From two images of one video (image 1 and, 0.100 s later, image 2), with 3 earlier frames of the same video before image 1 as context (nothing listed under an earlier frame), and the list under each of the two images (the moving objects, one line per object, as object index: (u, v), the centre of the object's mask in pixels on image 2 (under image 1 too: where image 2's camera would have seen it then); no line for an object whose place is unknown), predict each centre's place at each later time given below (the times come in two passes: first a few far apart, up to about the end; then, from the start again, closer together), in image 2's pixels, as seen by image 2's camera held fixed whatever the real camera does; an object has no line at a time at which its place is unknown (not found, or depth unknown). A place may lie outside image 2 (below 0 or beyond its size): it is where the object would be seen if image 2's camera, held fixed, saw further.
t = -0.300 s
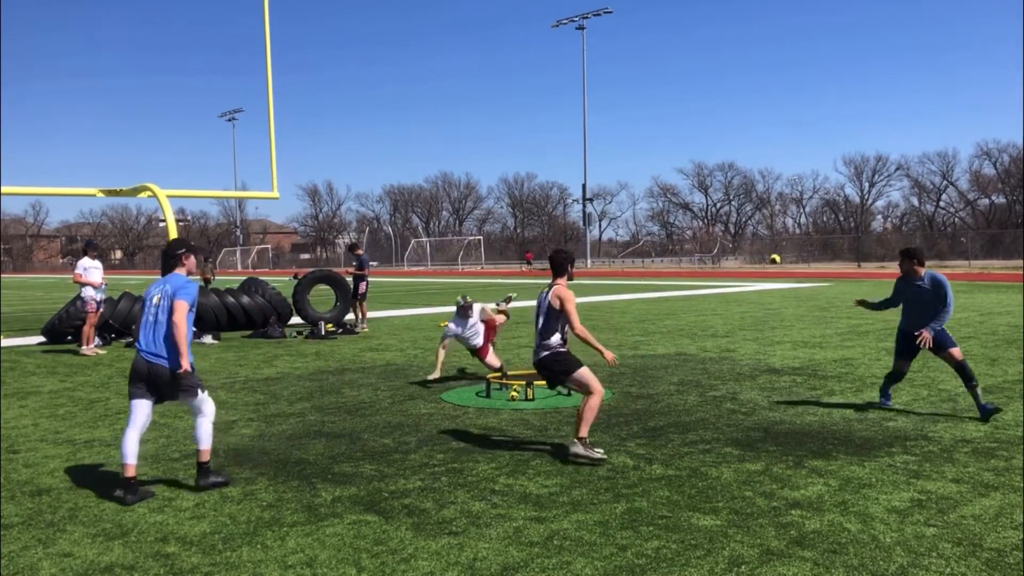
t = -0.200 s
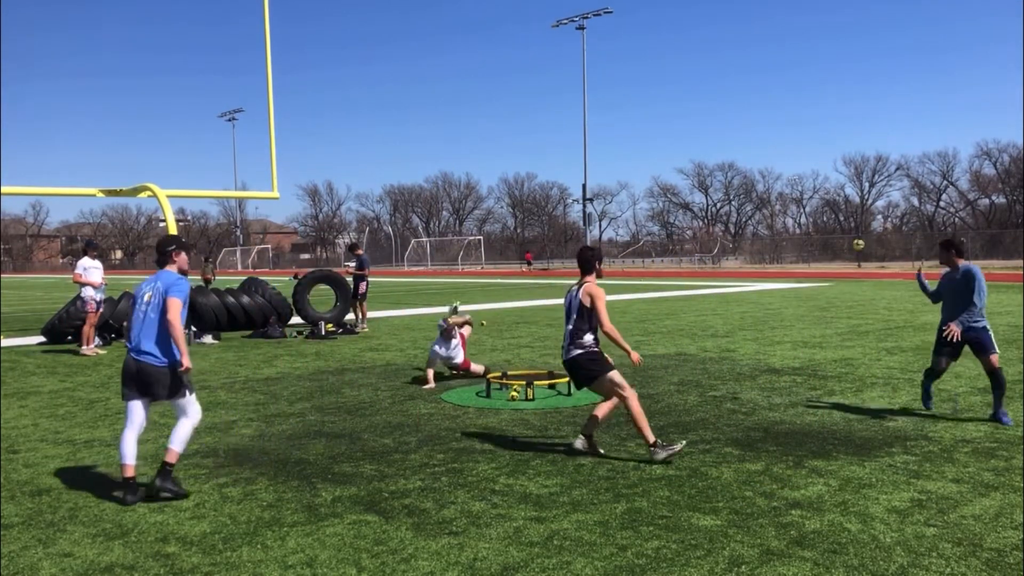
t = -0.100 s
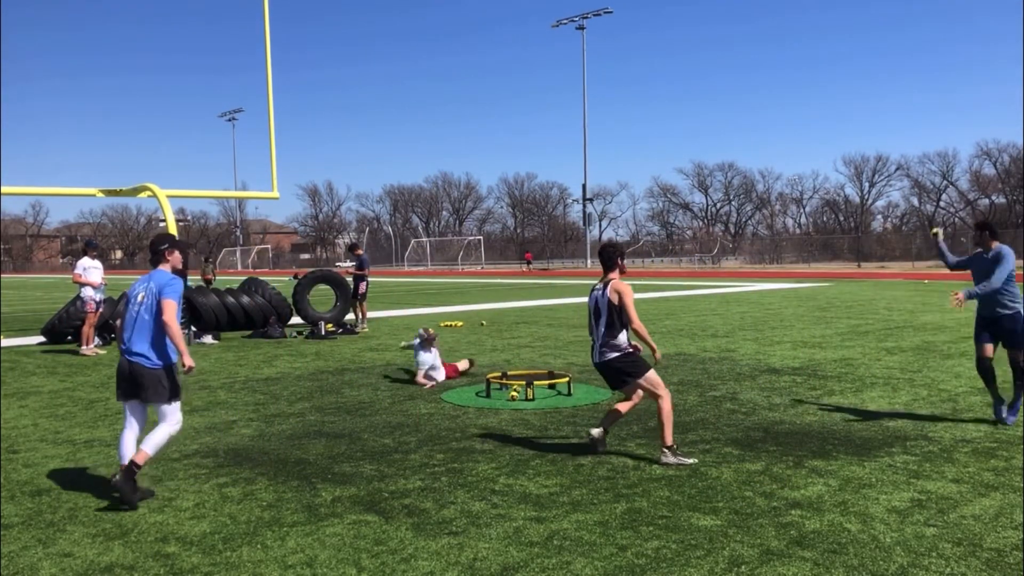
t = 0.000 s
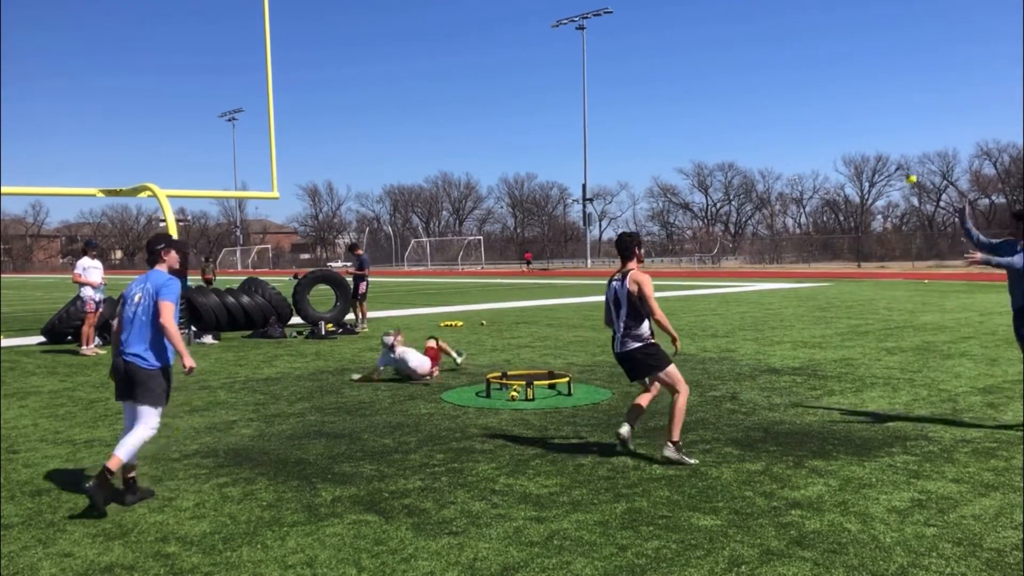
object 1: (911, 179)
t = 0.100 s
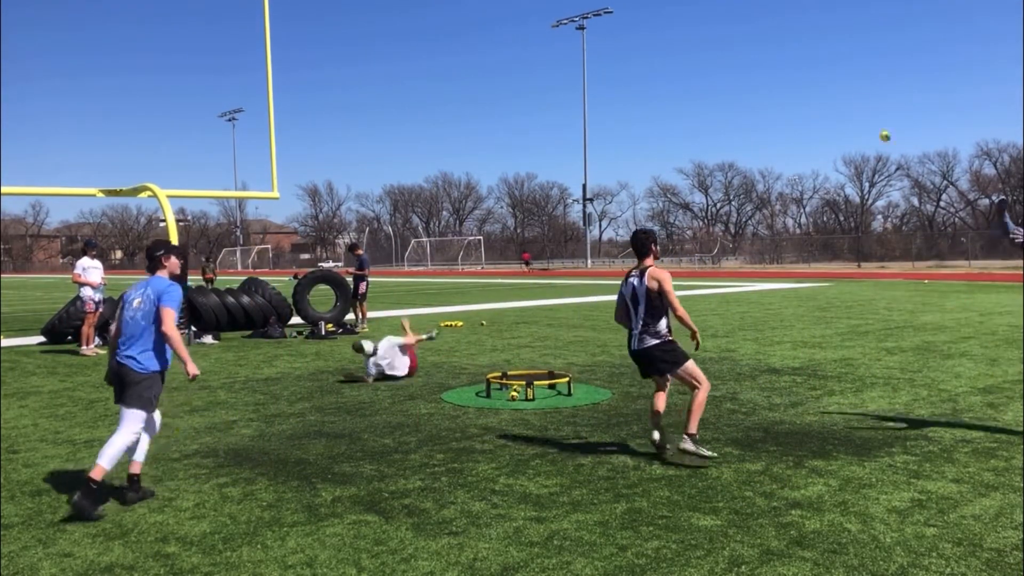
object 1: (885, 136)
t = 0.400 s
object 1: (816, 71)
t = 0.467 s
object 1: (802, 70)
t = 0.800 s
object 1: (734, 128)
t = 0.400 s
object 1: (816, 71)
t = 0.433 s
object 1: (808, 71)
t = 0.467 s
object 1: (802, 70)
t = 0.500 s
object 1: (794, 71)
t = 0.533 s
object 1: (788, 73)
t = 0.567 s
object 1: (780, 76)
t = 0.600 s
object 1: (773, 80)
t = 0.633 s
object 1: (767, 86)
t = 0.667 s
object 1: (760, 92)
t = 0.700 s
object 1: (754, 100)
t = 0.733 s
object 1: (747, 108)
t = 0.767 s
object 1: (741, 118)
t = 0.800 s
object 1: (734, 128)
